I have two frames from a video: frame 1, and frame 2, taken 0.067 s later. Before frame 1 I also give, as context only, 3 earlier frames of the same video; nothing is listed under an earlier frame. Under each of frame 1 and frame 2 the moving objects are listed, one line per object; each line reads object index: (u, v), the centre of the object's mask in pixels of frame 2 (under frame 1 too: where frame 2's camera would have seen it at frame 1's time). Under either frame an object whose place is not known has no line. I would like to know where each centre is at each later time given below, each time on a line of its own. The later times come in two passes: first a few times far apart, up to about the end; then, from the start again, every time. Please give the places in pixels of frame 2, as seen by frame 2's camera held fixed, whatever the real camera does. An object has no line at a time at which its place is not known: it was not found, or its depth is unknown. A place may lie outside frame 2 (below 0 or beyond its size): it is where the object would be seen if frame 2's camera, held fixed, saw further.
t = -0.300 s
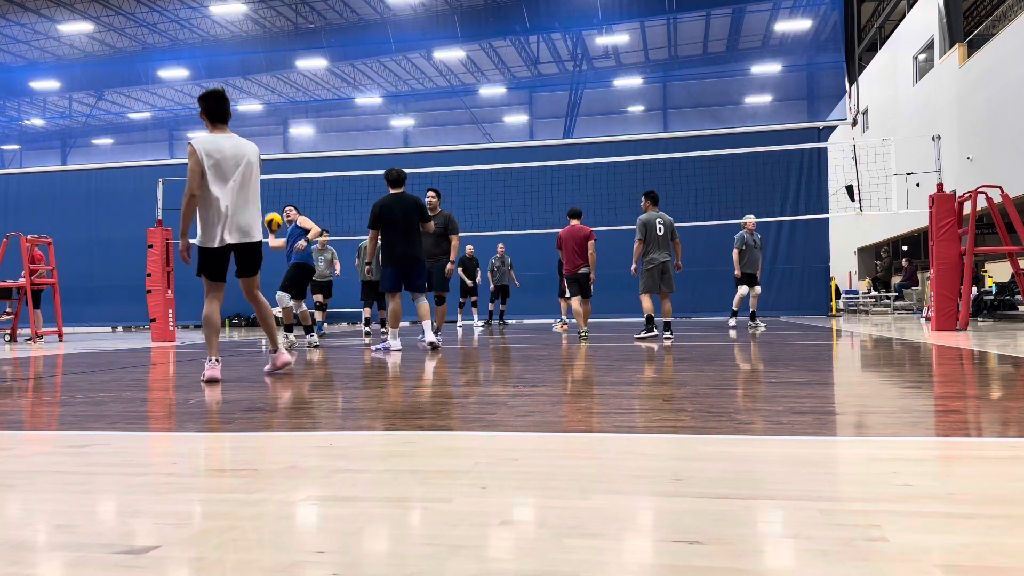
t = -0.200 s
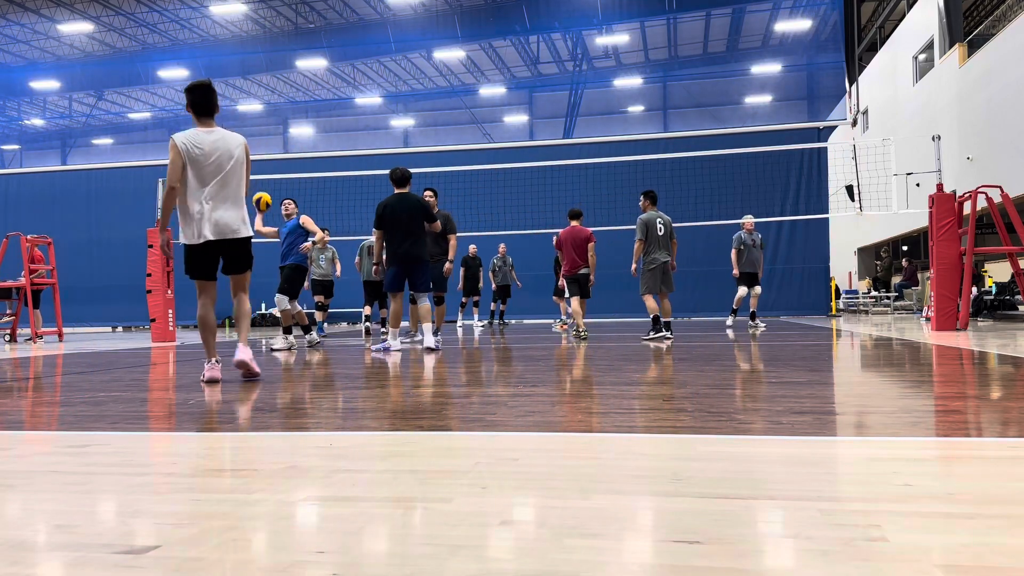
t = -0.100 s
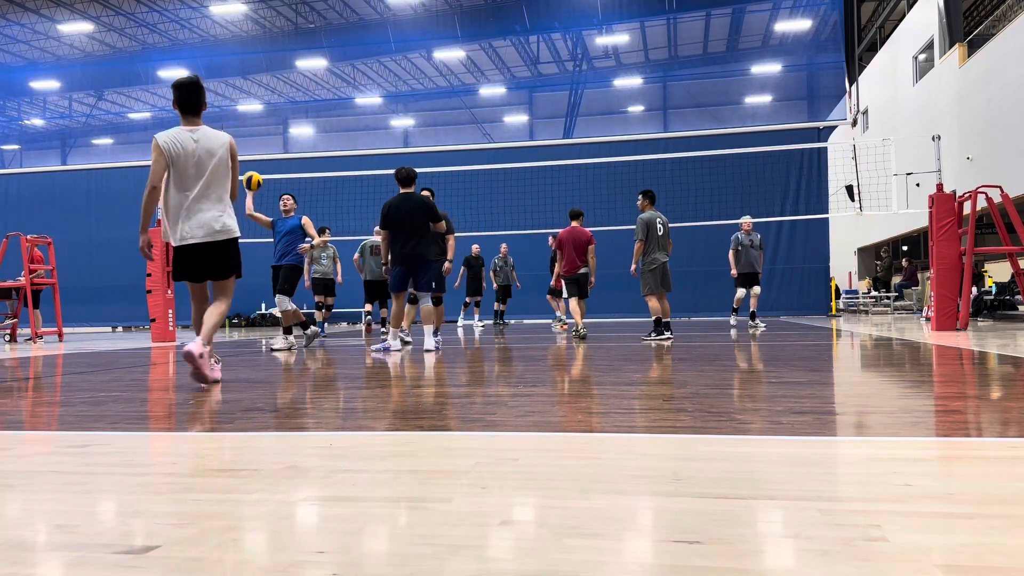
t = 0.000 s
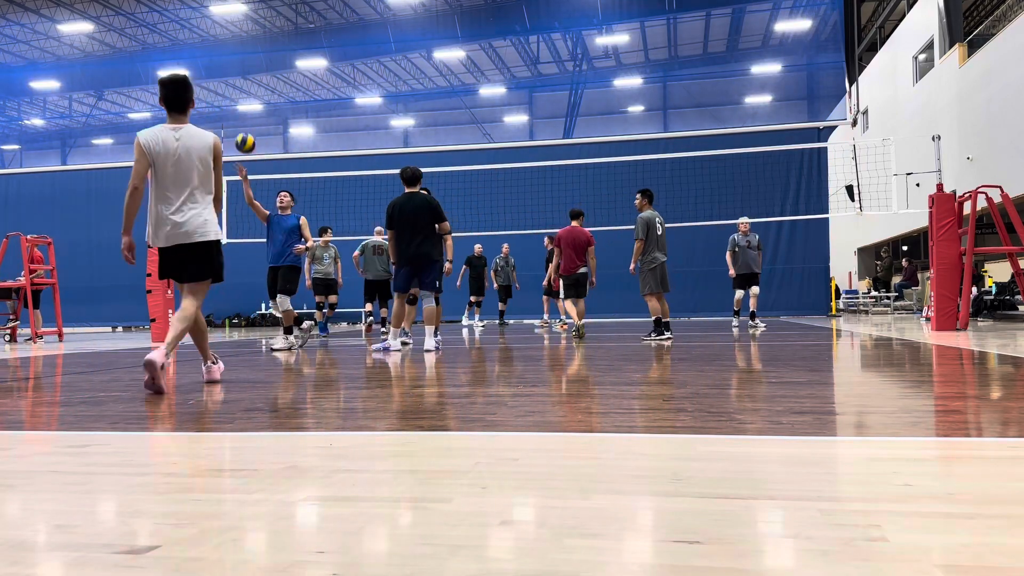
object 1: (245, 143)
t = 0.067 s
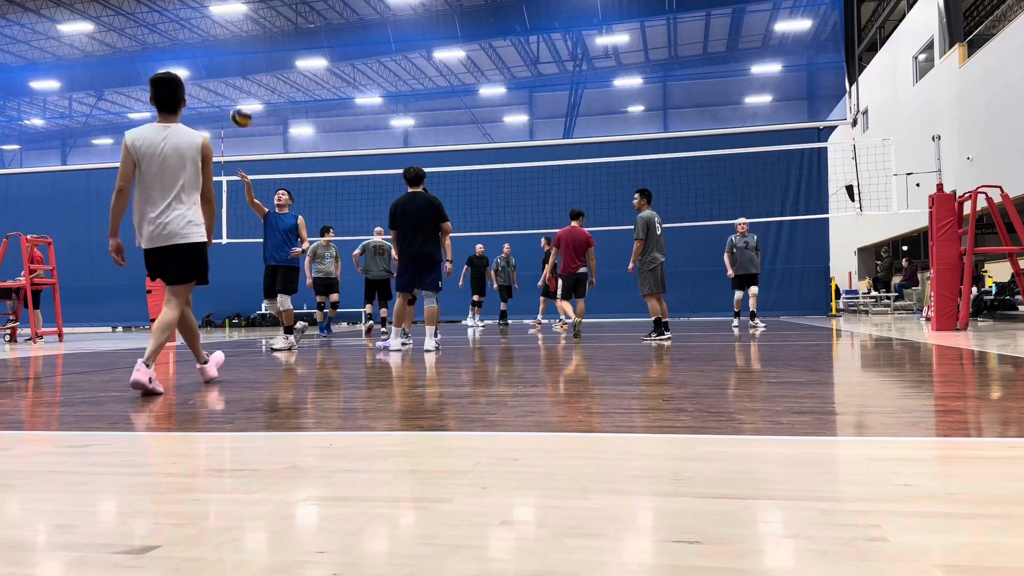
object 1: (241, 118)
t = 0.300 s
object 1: (226, 42)
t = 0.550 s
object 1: (206, 14)
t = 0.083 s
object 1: (240, 111)
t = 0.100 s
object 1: (238, 104)
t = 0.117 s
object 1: (237, 97)
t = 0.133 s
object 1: (236, 92)
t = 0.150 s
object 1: (235, 86)
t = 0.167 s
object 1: (234, 81)
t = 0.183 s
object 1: (233, 75)
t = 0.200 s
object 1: (232, 69)
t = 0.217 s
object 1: (231, 65)
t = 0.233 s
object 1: (230, 60)
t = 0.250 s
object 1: (229, 55)
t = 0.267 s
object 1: (228, 51)
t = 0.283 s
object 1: (227, 46)
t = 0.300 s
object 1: (226, 42)
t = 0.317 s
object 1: (224, 38)
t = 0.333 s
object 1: (223, 35)
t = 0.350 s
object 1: (222, 32)
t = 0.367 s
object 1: (221, 29)
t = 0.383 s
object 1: (220, 27)
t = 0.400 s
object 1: (218, 24)
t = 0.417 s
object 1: (217, 22)
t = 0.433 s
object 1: (215, 20)
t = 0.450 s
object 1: (214, 18)
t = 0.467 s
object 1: (212, 16)
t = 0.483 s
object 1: (211, 15)
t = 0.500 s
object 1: (210, 14)
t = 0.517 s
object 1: (208, 14)
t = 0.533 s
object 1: (207, 14)
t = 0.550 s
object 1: (206, 14)
